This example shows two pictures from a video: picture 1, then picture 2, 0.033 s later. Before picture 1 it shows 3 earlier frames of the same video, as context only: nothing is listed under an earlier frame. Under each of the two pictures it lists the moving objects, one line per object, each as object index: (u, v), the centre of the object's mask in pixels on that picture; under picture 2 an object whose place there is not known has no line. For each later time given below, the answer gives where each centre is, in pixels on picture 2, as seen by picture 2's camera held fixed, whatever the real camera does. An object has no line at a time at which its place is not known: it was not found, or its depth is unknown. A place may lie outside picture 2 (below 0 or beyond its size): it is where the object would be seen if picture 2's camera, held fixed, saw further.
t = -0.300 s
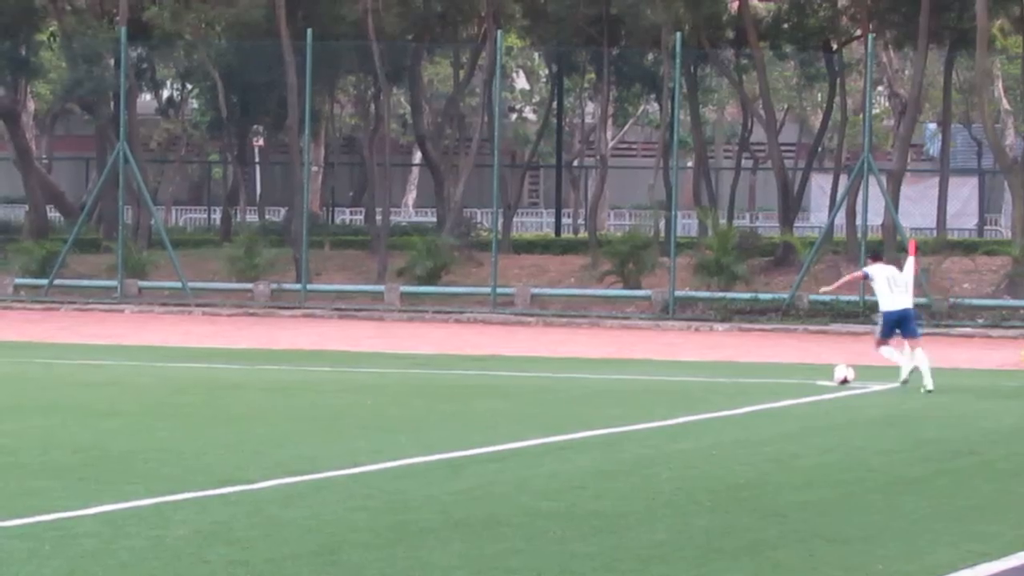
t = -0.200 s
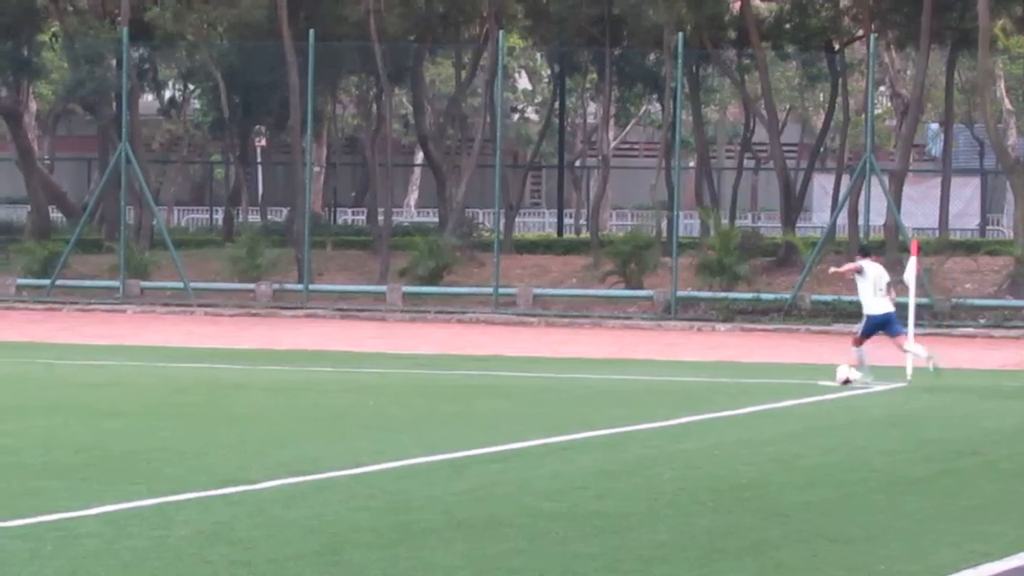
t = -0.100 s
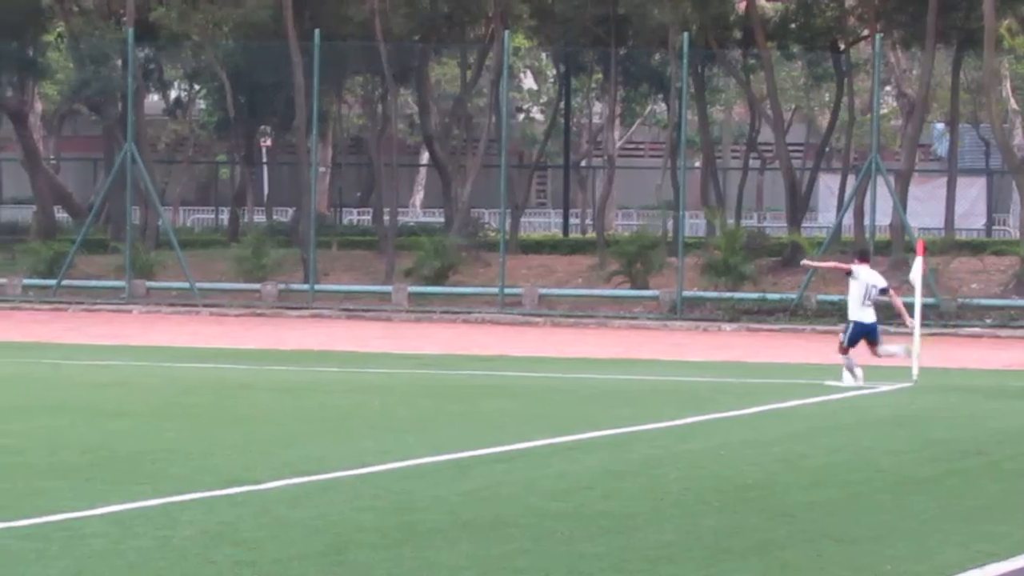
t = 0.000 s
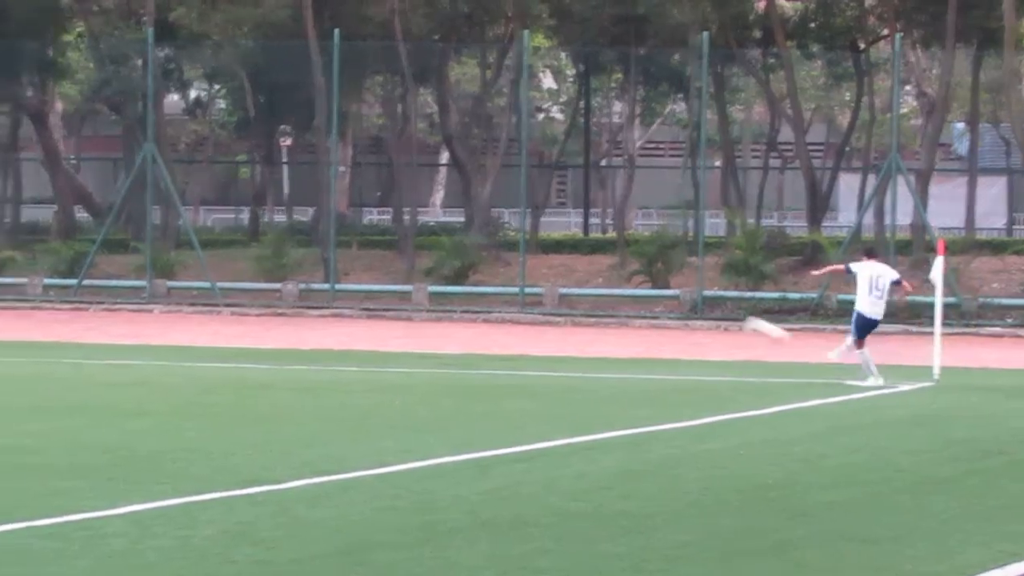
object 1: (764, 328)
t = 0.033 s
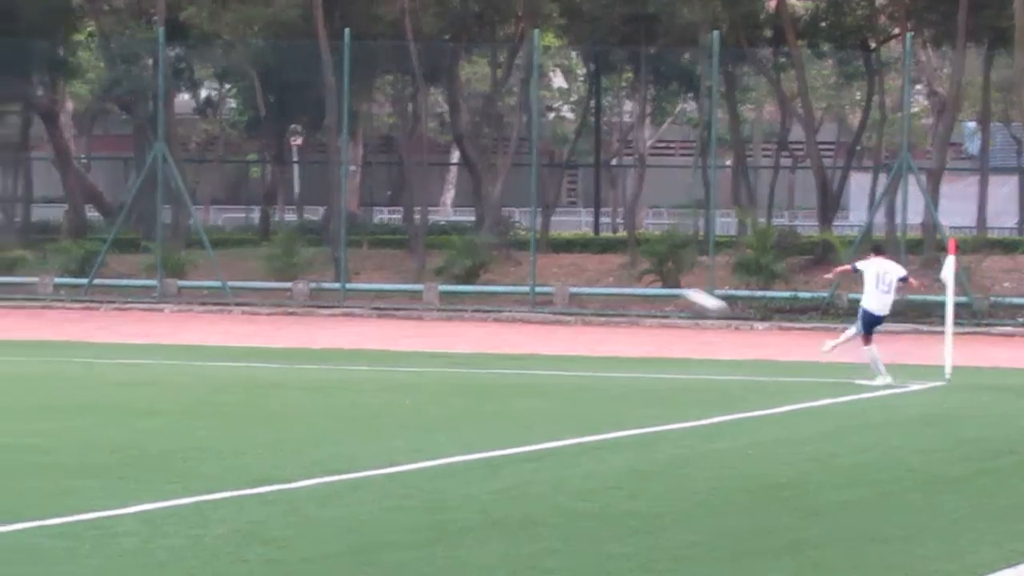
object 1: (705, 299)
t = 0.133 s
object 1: (489, 228)
